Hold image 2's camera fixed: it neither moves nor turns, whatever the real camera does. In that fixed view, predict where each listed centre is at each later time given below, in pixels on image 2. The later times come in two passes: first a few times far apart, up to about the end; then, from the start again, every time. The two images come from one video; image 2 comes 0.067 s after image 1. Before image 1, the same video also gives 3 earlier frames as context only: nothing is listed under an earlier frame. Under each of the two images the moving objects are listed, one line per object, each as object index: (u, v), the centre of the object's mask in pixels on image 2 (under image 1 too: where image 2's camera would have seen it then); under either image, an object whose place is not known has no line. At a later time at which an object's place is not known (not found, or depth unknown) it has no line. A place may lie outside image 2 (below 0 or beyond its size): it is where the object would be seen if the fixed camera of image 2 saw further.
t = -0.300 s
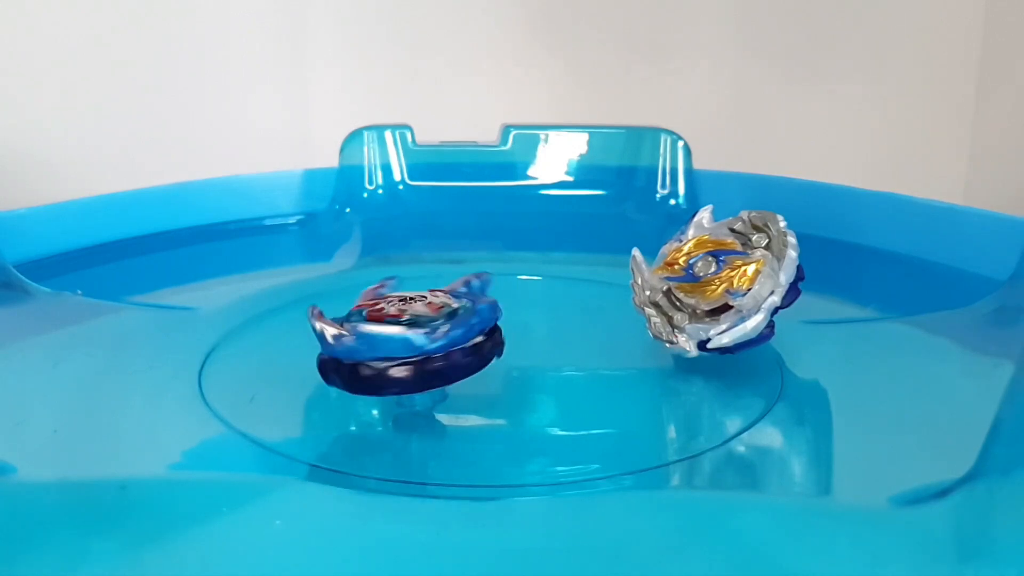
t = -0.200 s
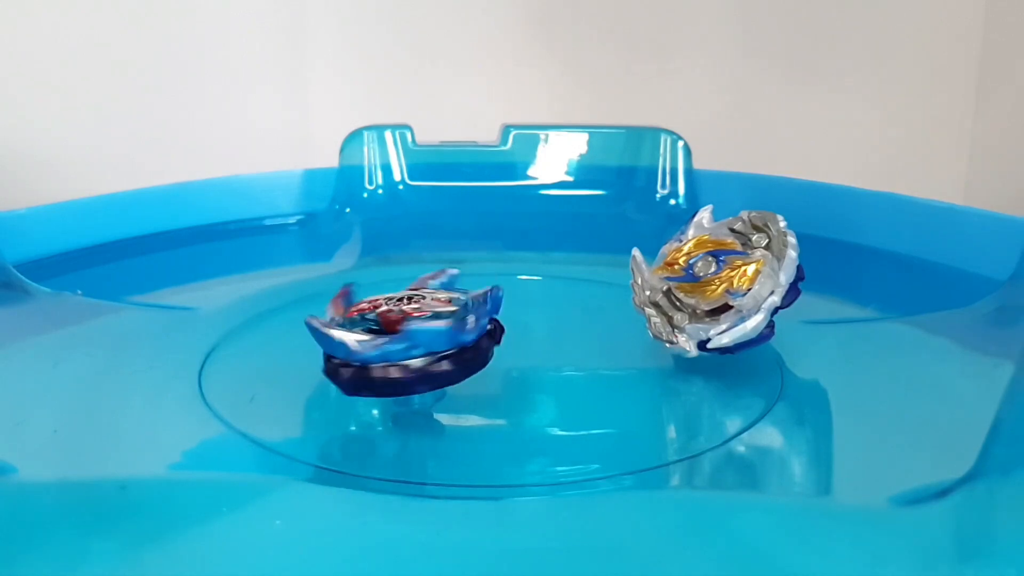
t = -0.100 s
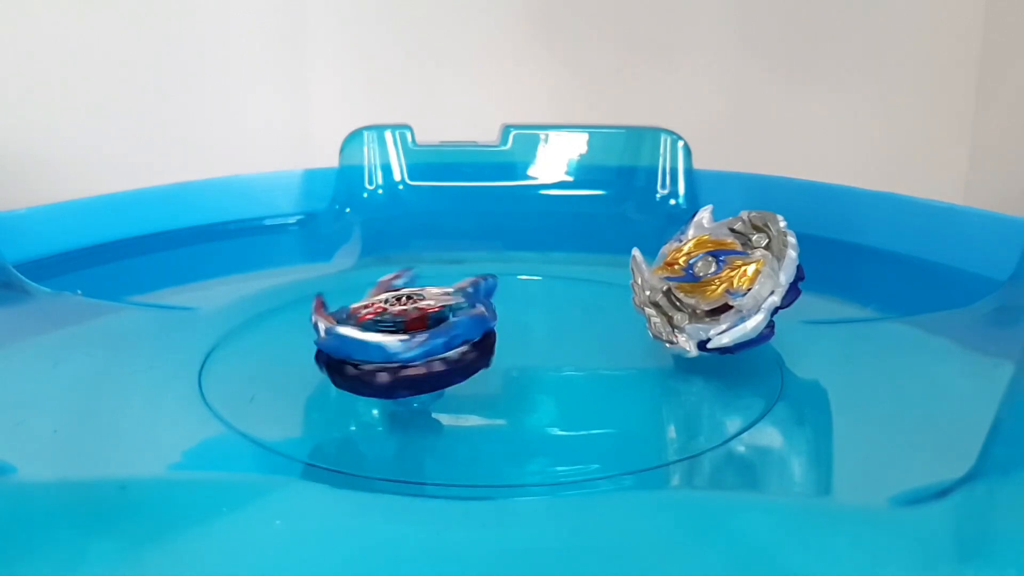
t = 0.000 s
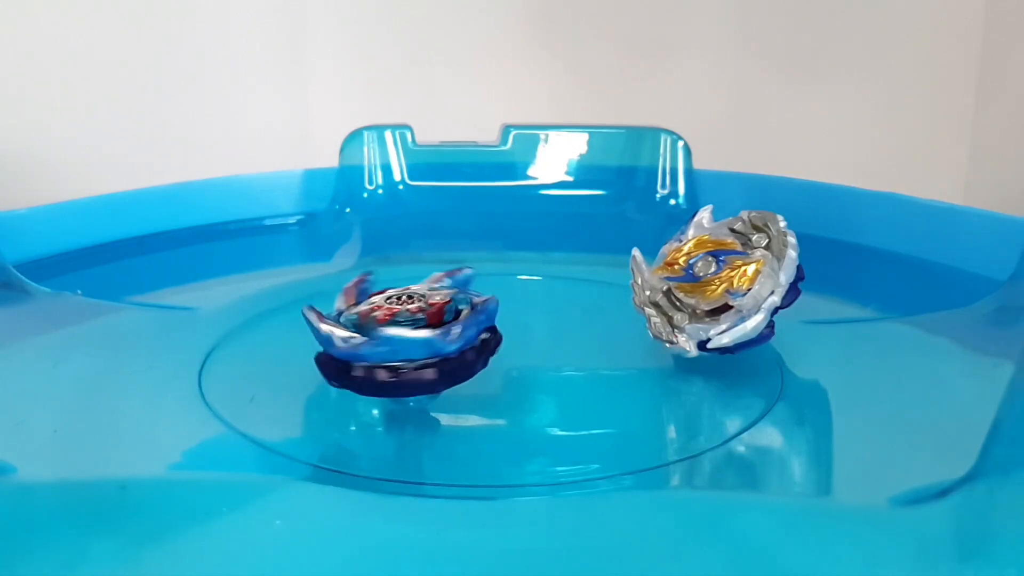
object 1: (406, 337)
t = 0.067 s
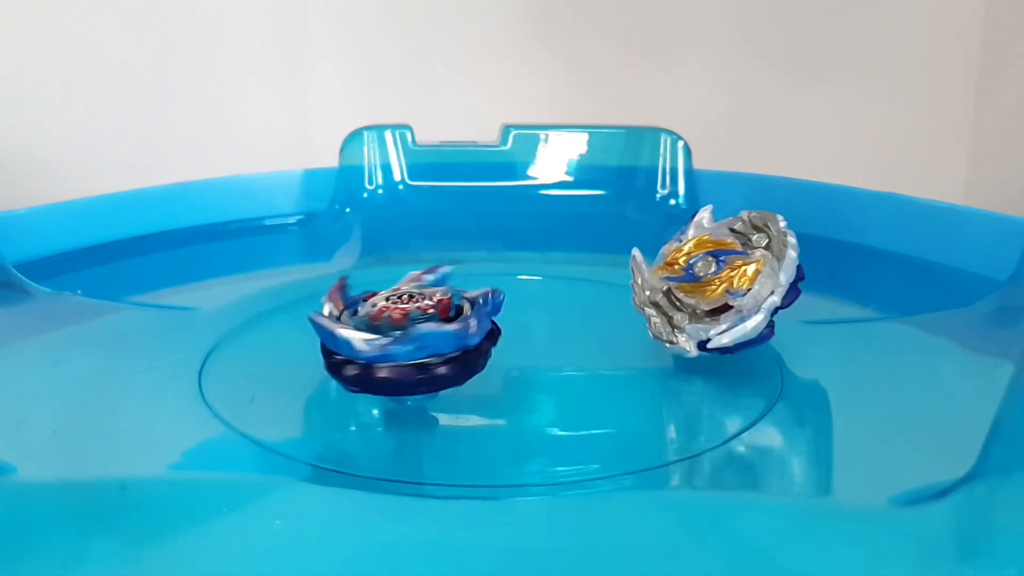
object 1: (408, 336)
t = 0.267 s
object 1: (406, 334)
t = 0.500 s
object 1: (404, 333)
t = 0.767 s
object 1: (403, 329)
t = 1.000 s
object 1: (404, 327)
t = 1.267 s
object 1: (402, 323)
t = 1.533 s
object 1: (403, 319)
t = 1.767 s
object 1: (406, 316)
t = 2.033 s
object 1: (408, 314)
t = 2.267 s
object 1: (408, 311)
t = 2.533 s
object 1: (410, 308)
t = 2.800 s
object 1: (413, 304)
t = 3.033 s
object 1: (416, 301)
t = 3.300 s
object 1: (422, 298)
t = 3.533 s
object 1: (422, 297)
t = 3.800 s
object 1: (423, 295)
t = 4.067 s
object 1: (426, 293)
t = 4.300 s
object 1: (429, 290)
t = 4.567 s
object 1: (436, 287)
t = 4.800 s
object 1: (443, 287)
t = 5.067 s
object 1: (451, 288)
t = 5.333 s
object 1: (456, 288)
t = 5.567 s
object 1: (459, 288)
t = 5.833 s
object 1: (467, 289)
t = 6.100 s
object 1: (474, 290)
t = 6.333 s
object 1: (481, 291)
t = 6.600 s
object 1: (490, 292)
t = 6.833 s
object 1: (498, 292)
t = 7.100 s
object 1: (507, 293)
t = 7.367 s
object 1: (515, 294)
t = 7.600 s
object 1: (522, 294)
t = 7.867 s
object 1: (531, 295)
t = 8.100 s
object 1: (537, 295)
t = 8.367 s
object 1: (544, 297)
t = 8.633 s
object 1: (550, 297)
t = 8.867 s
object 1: (553, 299)
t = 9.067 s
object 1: (557, 299)
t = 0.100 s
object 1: (408, 336)
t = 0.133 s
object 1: (407, 336)
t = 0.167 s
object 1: (407, 336)
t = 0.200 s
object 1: (406, 335)
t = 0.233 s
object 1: (406, 335)
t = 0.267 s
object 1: (406, 334)
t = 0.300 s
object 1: (407, 334)
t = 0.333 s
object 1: (408, 334)
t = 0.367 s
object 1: (407, 334)
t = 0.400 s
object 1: (406, 334)
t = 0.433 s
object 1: (405, 333)
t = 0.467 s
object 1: (405, 333)
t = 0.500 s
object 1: (404, 333)
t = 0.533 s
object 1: (404, 332)
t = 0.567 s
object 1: (405, 331)
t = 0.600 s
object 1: (405, 331)
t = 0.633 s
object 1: (405, 331)
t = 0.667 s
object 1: (404, 331)
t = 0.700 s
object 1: (404, 330)
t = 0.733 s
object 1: (403, 330)
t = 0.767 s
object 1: (403, 329)
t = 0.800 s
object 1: (404, 328)
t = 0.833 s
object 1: (405, 328)
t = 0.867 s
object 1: (405, 327)
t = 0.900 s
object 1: (404, 327)
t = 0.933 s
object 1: (404, 327)
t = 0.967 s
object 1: (404, 327)
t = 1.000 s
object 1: (404, 327)
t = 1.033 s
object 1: (404, 326)
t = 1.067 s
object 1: (405, 325)
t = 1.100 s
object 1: (404, 326)
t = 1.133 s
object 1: (403, 326)
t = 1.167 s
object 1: (403, 325)
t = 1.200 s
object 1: (402, 325)
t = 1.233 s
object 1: (402, 324)
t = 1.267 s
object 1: (402, 323)
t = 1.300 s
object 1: (403, 323)
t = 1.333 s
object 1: (404, 322)
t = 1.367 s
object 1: (404, 322)
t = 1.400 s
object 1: (403, 322)
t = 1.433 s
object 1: (403, 321)
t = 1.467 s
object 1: (403, 321)
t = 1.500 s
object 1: (403, 320)
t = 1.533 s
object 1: (403, 319)
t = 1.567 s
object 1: (404, 319)
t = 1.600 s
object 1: (405, 318)
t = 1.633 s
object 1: (405, 318)
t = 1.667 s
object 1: (405, 318)
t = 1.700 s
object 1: (405, 317)
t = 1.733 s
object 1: (405, 317)
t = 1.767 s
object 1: (406, 316)
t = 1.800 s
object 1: (407, 315)
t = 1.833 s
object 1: (408, 315)
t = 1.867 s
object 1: (409, 315)
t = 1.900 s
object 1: (408, 315)
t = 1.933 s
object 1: (408, 315)
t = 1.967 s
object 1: (408, 315)
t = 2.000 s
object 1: (408, 314)
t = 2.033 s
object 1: (408, 314)
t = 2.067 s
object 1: (408, 314)
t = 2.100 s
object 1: (408, 313)
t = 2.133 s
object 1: (408, 313)
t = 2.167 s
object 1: (408, 313)
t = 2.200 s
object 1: (407, 312)
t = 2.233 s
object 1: (407, 312)
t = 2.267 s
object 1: (408, 311)
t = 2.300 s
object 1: (408, 310)
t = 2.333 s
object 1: (409, 310)
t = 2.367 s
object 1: (409, 310)
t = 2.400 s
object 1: (410, 309)
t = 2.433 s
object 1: (409, 309)
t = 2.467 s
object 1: (409, 309)
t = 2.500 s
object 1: (410, 308)
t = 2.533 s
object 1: (410, 308)
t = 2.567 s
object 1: (410, 307)
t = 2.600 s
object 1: (411, 306)
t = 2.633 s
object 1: (412, 306)
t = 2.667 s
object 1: (412, 306)
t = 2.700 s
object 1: (412, 306)
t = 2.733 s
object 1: (412, 305)
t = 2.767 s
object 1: (412, 305)
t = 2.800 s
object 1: (413, 304)
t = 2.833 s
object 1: (414, 303)
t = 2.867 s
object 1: (415, 302)
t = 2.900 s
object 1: (415, 302)
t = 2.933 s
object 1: (415, 302)
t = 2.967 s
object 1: (416, 302)
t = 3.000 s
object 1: (416, 302)
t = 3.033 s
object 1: (416, 301)
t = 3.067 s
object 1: (418, 300)
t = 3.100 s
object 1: (419, 299)
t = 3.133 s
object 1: (421, 299)
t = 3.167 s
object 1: (421, 299)
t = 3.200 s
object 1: (421, 299)
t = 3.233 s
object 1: (421, 299)
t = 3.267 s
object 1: (421, 299)
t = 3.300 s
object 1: (422, 298)
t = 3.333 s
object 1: (422, 298)
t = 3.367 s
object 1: (423, 298)
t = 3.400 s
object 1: (423, 298)
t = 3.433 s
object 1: (423, 298)
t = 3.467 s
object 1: (422, 298)
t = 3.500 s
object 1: (422, 297)
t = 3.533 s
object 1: (422, 297)
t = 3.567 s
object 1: (422, 297)
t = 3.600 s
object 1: (422, 296)
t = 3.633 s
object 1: (423, 296)
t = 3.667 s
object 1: (423, 296)
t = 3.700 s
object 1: (423, 296)
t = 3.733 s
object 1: (423, 295)
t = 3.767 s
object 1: (423, 295)
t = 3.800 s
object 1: (423, 295)
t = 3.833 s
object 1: (423, 294)
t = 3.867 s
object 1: (423, 294)
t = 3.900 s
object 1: (425, 293)
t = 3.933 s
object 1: (425, 293)
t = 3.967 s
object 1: (425, 293)
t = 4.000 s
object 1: (425, 293)
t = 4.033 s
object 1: (425, 293)
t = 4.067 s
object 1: (426, 293)
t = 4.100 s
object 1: (426, 292)
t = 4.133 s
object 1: (427, 292)
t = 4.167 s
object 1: (428, 291)
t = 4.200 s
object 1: (428, 291)
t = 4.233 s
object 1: (428, 290)
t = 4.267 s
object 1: (429, 290)
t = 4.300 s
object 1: (429, 290)
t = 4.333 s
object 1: (429, 289)
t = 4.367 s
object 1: (430, 289)
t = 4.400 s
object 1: (432, 289)
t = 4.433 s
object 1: (433, 288)
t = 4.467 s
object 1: (434, 288)
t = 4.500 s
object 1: (435, 288)
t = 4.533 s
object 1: (435, 287)
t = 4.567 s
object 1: (436, 287)
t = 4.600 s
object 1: (437, 287)
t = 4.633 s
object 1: (438, 286)
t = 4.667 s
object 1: (440, 287)
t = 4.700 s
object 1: (441, 287)
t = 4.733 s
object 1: (442, 287)
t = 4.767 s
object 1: (443, 287)
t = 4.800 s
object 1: (443, 287)
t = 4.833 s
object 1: (444, 287)
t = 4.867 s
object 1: (445, 287)
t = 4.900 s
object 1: (447, 287)
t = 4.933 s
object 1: (448, 287)
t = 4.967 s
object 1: (449, 288)
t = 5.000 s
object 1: (449, 288)
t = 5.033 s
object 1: (450, 288)
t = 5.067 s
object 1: (451, 288)
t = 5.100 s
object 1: (452, 288)
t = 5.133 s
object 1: (452, 288)
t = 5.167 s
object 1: (454, 288)
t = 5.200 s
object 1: (454, 288)
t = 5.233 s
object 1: (455, 289)
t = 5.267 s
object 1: (455, 288)
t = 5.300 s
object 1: (455, 288)
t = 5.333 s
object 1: (456, 288)
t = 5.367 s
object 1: (457, 288)
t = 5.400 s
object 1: (458, 287)
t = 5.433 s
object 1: (458, 288)
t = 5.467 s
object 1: (459, 288)
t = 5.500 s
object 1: (460, 288)
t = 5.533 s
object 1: (460, 288)
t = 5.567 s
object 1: (459, 288)
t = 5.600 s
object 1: (460, 289)
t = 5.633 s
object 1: (462, 289)
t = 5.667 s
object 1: (463, 288)
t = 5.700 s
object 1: (463, 289)
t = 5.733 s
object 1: (465, 289)
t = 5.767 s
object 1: (466, 289)
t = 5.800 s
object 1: (466, 289)
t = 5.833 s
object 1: (467, 289)
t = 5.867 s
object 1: (468, 290)
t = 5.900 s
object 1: (469, 290)
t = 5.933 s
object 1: (470, 289)
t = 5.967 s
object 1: (471, 289)
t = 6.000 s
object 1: (473, 289)
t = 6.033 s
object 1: (473, 290)
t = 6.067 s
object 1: (474, 290)
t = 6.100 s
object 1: (474, 290)
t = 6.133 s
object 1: (475, 290)
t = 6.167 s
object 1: (476, 290)
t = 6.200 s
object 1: (477, 290)
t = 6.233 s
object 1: (479, 290)
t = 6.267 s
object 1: (480, 291)
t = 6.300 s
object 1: (481, 291)
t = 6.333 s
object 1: (481, 291)
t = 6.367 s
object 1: (482, 291)
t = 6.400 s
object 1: (483, 291)
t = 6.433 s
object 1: (484, 291)
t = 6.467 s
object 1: (486, 291)
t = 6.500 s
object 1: (487, 291)
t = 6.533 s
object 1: (489, 291)
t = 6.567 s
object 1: (490, 292)
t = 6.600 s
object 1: (490, 292)
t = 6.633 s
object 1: (491, 292)
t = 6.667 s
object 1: (492, 292)
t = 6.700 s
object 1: (494, 292)
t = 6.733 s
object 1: (495, 292)
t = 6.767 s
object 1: (496, 291)
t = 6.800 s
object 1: (497, 292)
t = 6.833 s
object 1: (498, 292)
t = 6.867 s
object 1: (498, 292)
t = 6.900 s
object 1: (498, 292)
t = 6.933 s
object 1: (500, 293)
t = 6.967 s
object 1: (501, 293)
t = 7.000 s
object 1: (503, 293)
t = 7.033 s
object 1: (504, 293)
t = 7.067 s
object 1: (505, 293)
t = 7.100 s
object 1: (507, 293)
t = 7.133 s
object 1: (507, 294)
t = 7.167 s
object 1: (508, 294)
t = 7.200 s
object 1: (509, 294)
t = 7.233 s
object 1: (510, 294)
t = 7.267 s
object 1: (511, 294)
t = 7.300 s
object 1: (512, 294)
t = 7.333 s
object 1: (514, 294)
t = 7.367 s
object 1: (515, 294)
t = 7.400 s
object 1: (515, 294)
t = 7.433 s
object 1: (515, 294)
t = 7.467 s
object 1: (516, 294)
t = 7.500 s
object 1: (518, 294)
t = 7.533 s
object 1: (519, 294)
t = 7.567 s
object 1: (521, 294)
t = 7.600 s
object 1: (522, 294)
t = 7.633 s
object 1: (523, 294)
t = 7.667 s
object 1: (524, 295)
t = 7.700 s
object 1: (525, 295)
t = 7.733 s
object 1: (526, 295)
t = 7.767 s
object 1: (527, 295)
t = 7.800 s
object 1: (529, 295)
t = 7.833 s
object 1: (529, 295)
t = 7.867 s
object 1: (531, 295)
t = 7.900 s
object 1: (532, 295)
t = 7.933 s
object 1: (533, 296)
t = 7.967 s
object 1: (533, 295)
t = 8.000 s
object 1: (533, 295)
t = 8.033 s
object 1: (535, 296)
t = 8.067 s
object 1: (536, 296)
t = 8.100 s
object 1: (537, 295)
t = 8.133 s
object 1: (538, 296)
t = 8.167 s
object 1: (539, 296)
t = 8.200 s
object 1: (540, 296)
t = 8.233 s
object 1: (540, 296)
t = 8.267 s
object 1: (540, 296)
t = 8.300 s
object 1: (541, 297)
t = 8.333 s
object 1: (543, 297)
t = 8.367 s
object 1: (544, 297)
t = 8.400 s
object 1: (545, 296)
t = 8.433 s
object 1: (547, 297)
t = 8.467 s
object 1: (547, 297)
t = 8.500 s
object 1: (548, 297)
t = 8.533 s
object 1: (548, 297)
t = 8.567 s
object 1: (549, 297)
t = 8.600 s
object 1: (550, 297)
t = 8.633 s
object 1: (550, 297)
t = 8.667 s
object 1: (551, 297)
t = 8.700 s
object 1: (553, 297)
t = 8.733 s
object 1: (553, 298)
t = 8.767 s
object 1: (552, 298)
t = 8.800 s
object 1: (552, 298)
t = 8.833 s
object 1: (553, 298)
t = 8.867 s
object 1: (553, 299)
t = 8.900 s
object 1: (553, 299)
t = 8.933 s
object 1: (554, 299)
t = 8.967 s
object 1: (555, 299)
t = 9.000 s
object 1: (556, 299)
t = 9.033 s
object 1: (557, 299)
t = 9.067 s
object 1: (557, 299)
